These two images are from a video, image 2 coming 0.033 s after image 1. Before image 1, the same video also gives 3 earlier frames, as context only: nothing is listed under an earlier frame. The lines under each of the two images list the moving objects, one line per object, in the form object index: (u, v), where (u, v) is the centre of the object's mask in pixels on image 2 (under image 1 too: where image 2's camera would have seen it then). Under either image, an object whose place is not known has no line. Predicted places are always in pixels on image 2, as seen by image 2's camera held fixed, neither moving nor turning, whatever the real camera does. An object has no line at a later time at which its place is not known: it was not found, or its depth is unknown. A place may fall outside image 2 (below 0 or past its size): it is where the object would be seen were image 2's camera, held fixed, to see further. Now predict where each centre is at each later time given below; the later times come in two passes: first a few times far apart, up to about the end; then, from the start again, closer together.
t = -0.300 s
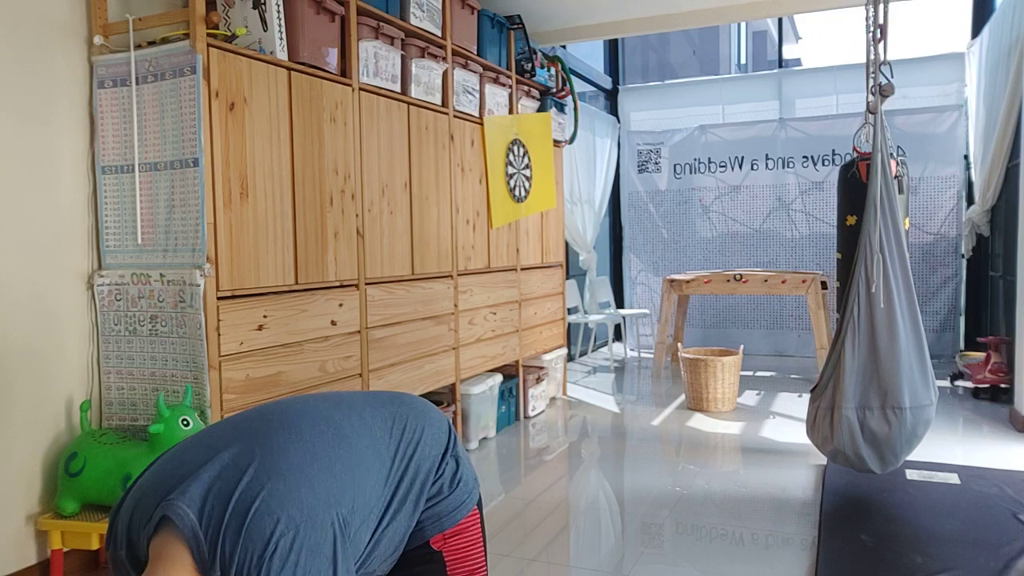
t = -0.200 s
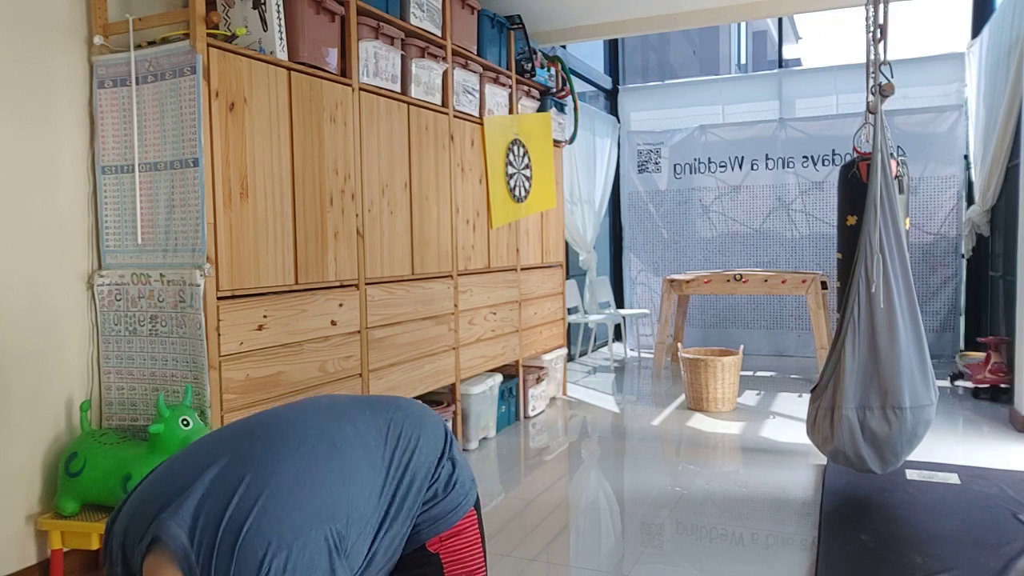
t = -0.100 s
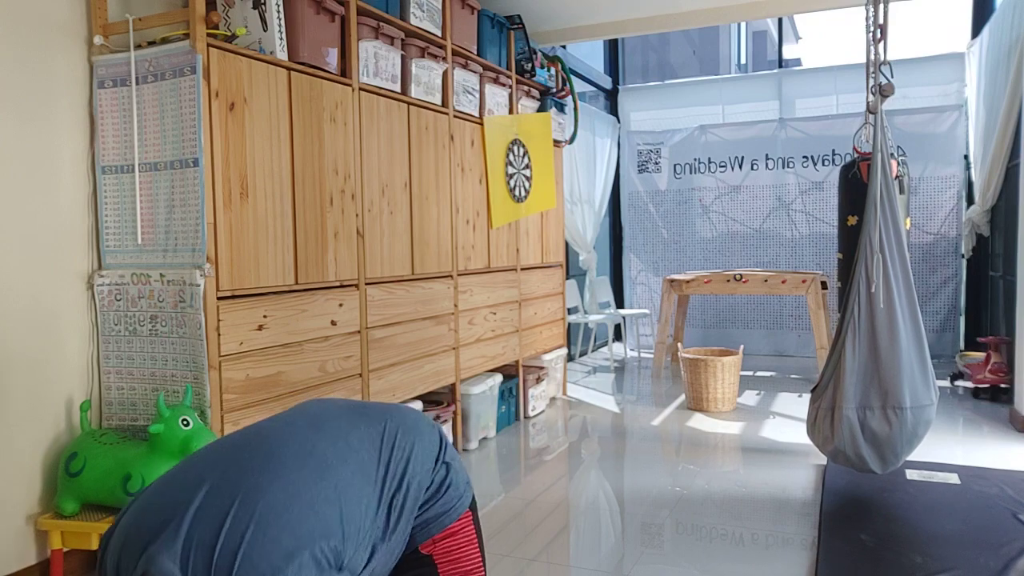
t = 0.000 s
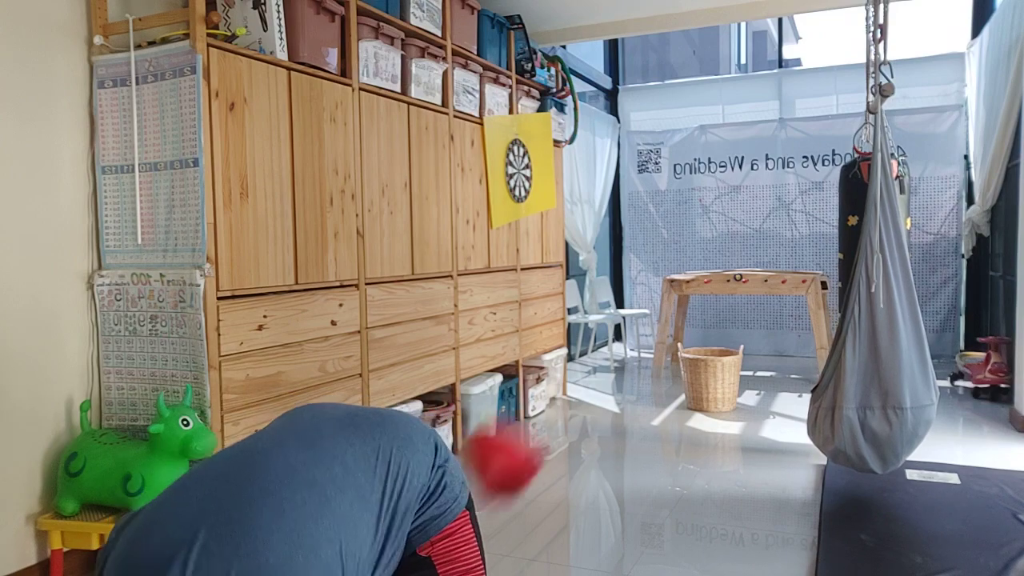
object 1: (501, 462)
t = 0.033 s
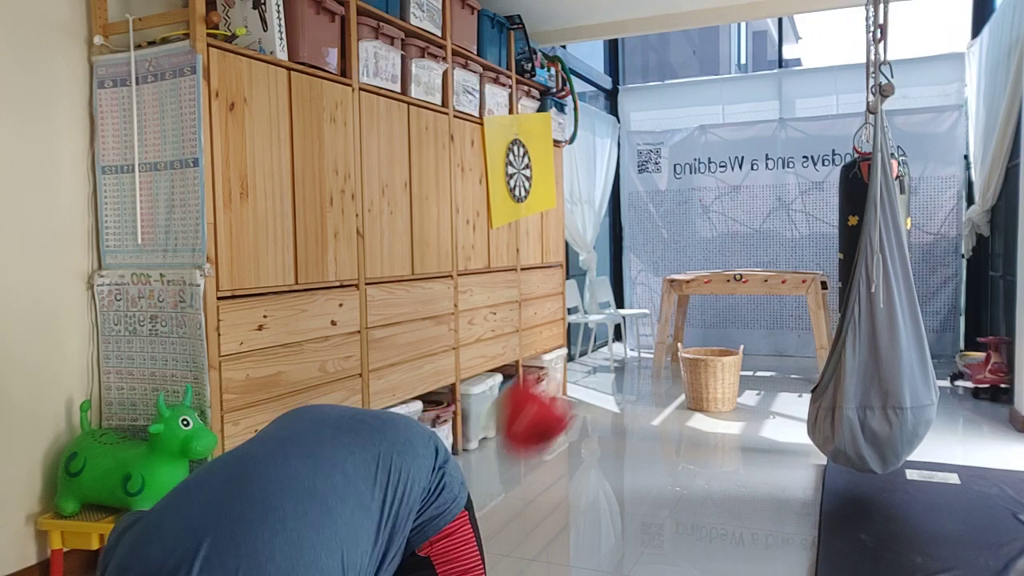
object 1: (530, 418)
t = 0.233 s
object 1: (646, 288)
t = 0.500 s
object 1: (727, 305)
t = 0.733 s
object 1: (770, 394)
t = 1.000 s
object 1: (772, 361)
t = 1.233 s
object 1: (776, 359)
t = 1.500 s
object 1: (783, 356)
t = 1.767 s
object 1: (787, 351)
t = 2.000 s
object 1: (788, 347)
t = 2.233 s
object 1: (788, 348)
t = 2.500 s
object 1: (788, 348)
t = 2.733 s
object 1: (789, 348)
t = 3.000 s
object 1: (788, 348)
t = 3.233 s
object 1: (788, 348)
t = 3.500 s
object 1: (789, 348)
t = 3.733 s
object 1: (789, 348)
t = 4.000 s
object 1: (789, 348)
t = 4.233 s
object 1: (788, 348)
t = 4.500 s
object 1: (789, 348)
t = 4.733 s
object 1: (789, 348)
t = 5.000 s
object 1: (789, 348)
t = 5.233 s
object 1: (789, 348)
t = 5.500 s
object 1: (789, 348)
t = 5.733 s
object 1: (789, 348)
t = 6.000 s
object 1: (788, 347)
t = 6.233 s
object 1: (788, 348)
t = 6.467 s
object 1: (789, 348)
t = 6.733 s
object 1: (790, 348)
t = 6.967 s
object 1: (790, 348)
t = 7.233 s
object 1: (791, 348)
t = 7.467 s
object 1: (791, 348)
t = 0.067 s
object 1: (555, 378)
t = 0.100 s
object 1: (578, 348)
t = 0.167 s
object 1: (616, 309)
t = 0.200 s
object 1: (633, 296)
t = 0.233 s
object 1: (646, 288)
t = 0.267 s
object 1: (660, 285)
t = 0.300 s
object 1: (672, 280)
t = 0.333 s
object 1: (683, 280)
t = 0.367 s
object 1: (694, 281)
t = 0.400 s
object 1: (703, 285)
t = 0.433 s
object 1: (711, 290)
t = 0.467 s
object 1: (719, 297)
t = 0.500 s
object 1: (727, 305)
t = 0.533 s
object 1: (735, 315)
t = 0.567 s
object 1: (742, 326)
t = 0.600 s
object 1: (749, 338)
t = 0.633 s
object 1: (755, 351)
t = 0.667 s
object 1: (759, 364)
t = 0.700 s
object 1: (766, 380)
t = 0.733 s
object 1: (770, 394)
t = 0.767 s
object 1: (772, 389)
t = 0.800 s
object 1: (772, 380)
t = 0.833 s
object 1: (772, 373)
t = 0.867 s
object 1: (772, 368)
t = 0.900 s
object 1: (772, 363)
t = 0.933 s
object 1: (772, 361)
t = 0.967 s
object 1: (772, 360)
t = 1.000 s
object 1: (772, 361)
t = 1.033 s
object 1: (772, 364)
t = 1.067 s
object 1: (772, 367)
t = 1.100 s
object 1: (772, 371)
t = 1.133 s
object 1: (771, 371)
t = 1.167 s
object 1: (772, 364)
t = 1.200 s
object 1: (775, 362)
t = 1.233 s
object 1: (776, 359)
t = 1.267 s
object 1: (777, 357)
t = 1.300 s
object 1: (778, 358)
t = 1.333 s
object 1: (778, 359)
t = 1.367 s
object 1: (779, 361)
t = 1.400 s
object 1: (780, 362)
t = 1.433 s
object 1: (781, 360)
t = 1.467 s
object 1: (782, 358)
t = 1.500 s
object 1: (783, 356)
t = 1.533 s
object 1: (786, 356)
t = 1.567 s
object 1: (787, 355)
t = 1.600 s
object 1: (787, 354)
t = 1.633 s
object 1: (787, 354)
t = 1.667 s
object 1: (787, 354)
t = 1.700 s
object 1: (787, 353)
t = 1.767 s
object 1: (787, 351)
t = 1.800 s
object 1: (787, 352)
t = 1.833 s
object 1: (787, 350)
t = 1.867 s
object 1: (787, 349)
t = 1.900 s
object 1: (786, 348)
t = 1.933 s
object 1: (787, 346)
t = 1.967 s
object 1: (787, 346)
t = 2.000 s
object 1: (788, 347)
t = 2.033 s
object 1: (789, 347)
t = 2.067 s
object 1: (788, 347)
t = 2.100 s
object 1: (788, 347)
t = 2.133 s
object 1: (787, 347)
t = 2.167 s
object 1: (787, 348)
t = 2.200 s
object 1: (788, 348)
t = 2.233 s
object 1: (788, 348)
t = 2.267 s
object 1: (788, 348)
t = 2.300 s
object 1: (788, 348)
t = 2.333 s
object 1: (788, 348)
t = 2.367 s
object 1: (788, 348)
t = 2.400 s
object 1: (788, 348)
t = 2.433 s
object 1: (788, 348)
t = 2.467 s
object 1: (788, 348)
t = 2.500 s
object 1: (788, 348)
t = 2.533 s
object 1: (788, 348)
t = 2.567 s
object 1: (789, 348)
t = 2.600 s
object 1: (789, 348)
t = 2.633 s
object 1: (789, 348)
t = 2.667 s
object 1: (789, 348)
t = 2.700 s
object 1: (789, 348)
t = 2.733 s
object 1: (789, 348)
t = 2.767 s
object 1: (788, 348)
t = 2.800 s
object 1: (788, 348)
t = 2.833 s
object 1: (788, 348)
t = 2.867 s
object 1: (788, 348)
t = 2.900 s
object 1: (788, 348)
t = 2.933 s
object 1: (788, 348)
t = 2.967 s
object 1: (788, 348)
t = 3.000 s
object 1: (788, 348)
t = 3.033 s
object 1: (788, 348)
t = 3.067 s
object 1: (788, 348)
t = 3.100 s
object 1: (788, 348)
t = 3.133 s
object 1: (788, 348)
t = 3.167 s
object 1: (788, 348)
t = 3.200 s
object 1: (788, 348)
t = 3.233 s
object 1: (788, 348)
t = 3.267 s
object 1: (788, 348)
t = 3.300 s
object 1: (789, 348)
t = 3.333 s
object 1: (788, 348)
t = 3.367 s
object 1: (789, 348)
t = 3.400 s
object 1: (788, 348)
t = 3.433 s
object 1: (789, 348)
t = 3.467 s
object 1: (788, 348)
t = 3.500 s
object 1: (789, 348)
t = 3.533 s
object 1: (788, 348)
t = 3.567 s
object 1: (789, 348)
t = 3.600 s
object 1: (789, 348)
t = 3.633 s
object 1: (789, 348)
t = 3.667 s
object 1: (788, 348)
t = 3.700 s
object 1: (788, 348)
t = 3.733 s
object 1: (789, 348)
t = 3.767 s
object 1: (788, 348)
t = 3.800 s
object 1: (788, 348)
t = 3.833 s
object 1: (789, 348)
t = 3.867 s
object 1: (788, 348)
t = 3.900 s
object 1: (789, 348)
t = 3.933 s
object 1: (789, 348)
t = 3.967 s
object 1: (788, 348)
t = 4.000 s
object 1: (789, 348)
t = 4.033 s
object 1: (788, 348)
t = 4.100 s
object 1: (789, 348)
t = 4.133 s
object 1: (789, 348)
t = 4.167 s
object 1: (788, 348)
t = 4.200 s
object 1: (789, 348)
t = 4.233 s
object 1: (788, 348)
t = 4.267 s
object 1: (788, 348)
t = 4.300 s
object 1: (788, 348)
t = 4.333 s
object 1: (789, 348)
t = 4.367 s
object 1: (789, 348)
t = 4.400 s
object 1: (789, 348)
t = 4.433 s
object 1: (789, 348)
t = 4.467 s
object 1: (789, 348)
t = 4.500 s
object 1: (789, 348)
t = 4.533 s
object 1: (788, 348)
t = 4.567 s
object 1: (788, 348)
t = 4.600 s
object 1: (788, 348)
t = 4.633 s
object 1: (788, 348)
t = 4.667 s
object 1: (789, 348)
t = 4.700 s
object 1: (789, 348)
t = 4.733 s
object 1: (789, 348)
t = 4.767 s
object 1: (789, 348)
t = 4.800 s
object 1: (789, 348)
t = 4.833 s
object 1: (789, 348)
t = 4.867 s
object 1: (789, 348)
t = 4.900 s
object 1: (789, 348)
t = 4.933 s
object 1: (789, 348)
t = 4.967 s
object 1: (789, 348)
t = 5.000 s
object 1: (789, 348)
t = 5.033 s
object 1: (789, 348)
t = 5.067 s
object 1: (789, 348)
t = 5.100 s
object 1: (789, 348)
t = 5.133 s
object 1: (789, 348)
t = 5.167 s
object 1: (789, 348)
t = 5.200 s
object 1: (789, 348)
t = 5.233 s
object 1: (789, 348)
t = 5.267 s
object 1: (789, 348)
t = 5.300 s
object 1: (789, 348)
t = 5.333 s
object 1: (789, 348)
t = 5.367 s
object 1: (789, 348)
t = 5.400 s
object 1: (789, 348)
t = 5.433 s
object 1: (789, 348)
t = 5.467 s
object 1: (789, 348)
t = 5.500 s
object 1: (789, 348)
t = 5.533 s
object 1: (789, 348)
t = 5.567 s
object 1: (788, 347)
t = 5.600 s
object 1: (789, 348)
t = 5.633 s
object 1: (789, 348)
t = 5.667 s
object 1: (789, 348)
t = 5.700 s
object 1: (789, 348)
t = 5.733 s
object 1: (789, 348)
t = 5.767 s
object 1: (789, 348)
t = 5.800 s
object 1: (789, 348)
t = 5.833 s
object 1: (788, 348)
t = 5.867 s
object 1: (788, 348)
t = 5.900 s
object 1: (788, 347)
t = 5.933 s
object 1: (789, 348)
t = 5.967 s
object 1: (788, 348)
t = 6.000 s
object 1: (788, 347)
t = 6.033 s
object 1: (789, 348)
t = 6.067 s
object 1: (789, 348)
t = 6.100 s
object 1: (788, 348)
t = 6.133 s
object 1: (789, 348)
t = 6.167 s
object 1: (789, 348)
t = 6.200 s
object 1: (788, 348)
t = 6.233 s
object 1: (788, 348)
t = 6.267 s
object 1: (789, 348)
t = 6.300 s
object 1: (789, 348)
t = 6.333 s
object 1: (789, 348)
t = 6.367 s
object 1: (789, 348)
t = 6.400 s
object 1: (789, 348)
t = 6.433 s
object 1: (789, 348)
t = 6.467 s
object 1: (789, 348)
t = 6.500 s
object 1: (789, 348)
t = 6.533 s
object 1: (789, 348)
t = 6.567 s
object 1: (789, 348)
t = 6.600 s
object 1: (789, 348)
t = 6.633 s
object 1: (789, 348)
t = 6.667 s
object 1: (789, 348)
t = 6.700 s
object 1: (790, 348)
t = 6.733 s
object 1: (790, 348)
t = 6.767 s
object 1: (790, 348)
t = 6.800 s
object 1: (790, 348)
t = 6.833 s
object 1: (790, 348)
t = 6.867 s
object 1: (790, 348)
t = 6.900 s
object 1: (790, 348)
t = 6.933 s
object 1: (790, 348)
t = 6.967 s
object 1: (790, 348)
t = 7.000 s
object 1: (790, 348)
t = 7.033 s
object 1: (790, 348)
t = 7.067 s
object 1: (790, 348)
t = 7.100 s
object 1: (790, 348)
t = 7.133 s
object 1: (790, 348)
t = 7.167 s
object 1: (791, 348)
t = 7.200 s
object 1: (791, 348)
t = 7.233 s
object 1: (791, 348)
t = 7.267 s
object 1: (791, 348)
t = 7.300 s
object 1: (791, 348)
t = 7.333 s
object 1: (791, 348)
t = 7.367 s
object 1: (791, 348)
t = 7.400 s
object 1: (791, 348)
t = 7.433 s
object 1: (791, 348)
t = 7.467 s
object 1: (791, 348)
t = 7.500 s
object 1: (791, 348)
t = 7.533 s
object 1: (791, 348)
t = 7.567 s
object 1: (791, 348)
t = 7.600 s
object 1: (791, 348)
